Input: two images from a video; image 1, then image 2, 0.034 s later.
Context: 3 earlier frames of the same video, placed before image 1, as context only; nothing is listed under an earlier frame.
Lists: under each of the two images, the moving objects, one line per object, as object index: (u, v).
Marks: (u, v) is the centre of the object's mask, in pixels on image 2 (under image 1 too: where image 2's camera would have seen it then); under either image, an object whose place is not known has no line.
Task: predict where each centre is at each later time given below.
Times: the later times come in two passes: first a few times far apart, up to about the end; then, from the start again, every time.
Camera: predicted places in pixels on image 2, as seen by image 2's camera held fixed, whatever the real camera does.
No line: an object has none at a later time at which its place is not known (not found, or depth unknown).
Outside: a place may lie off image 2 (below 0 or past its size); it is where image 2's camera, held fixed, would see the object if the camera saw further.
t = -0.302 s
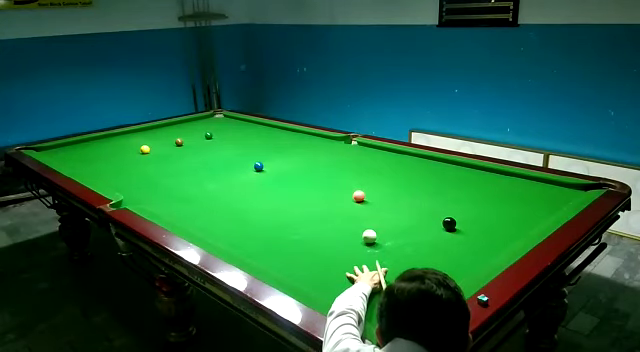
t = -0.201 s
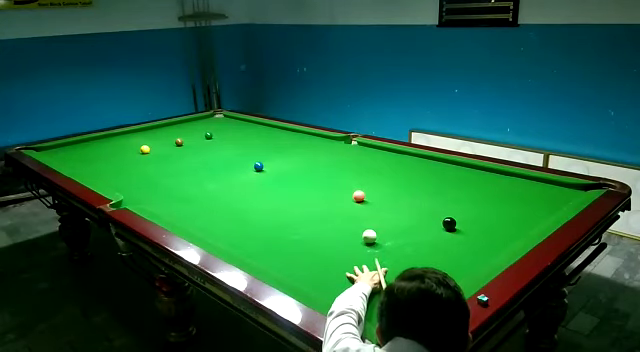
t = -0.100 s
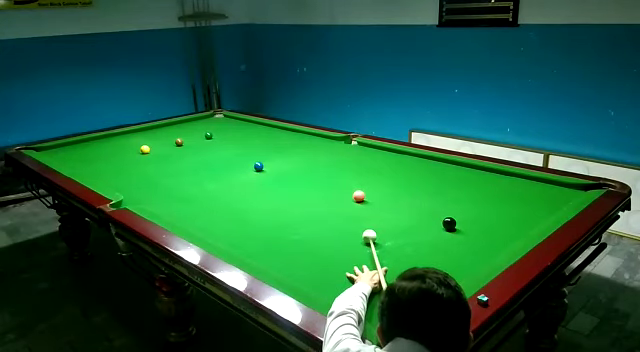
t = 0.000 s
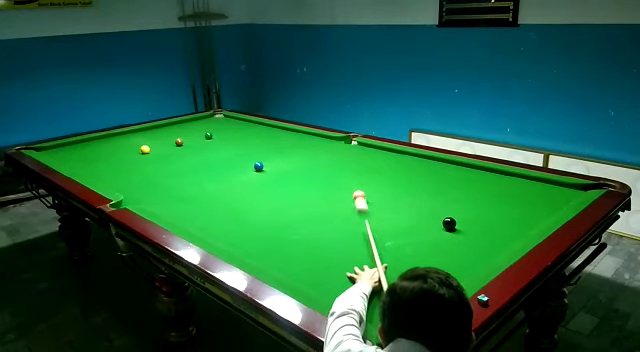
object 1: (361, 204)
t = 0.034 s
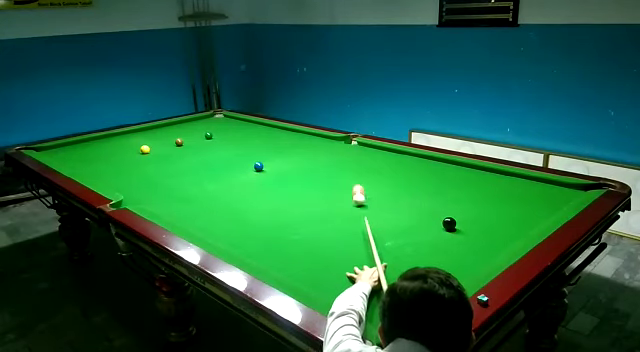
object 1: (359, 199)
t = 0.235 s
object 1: (351, 196)
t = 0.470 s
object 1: (344, 189)
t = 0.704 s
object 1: (337, 182)
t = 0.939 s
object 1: (332, 177)
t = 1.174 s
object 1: (327, 172)
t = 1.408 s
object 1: (324, 168)
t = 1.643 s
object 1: (320, 164)
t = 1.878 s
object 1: (317, 161)
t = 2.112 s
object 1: (315, 158)
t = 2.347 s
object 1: (314, 156)
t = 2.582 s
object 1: (312, 154)
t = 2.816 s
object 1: (312, 153)
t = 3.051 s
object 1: (311, 151)
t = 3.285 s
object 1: (311, 151)
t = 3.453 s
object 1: (311, 150)
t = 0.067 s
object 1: (358, 198)
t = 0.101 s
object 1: (356, 199)
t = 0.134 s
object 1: (355, 198)
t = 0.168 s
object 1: (354, 198)
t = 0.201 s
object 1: (353, 197)
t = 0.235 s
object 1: (351, 196)
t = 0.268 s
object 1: (350, 195)
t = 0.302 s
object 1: (349, 194)
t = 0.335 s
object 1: (348, 193)
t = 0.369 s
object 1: (347, 192)
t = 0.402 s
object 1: (346, 191)
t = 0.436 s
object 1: (345, 190)
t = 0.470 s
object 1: (344, 189)
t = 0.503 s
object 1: (343, 188)
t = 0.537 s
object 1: (342, 187)
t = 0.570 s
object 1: (341, 186)
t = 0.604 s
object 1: (340, 185)
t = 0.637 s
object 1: (339, 184)
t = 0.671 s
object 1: (338, 183)
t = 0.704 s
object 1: (337, 182)
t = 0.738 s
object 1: (336, 182)
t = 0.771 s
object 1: (336, 181)
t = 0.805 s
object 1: (335, 180)
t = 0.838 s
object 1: (334, 179)
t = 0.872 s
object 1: (333, 179)
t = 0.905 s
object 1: (333, 178)
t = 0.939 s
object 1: (332, 177)
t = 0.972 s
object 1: (331, 176)
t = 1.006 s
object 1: (330, 176)
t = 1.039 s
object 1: (330, 175)
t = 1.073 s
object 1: (329, 174)
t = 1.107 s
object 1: (329, 173)
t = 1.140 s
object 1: (328, 173)
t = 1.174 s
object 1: (327, 172)
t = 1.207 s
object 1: (327, 172)
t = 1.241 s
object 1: (326, 171)
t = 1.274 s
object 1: (326, 170)
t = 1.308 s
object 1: (325, 170)
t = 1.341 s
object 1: (324, 169)
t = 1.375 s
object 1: (324, 169)
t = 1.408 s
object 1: (324, 168)
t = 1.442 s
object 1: (323, 167)
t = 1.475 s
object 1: (322, 167)
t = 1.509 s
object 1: (322, 166)
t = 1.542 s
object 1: (321, 166)
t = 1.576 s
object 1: (321, 165)
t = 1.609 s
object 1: (321, 165)
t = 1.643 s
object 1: (320, 164)
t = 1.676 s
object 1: (320, 164)
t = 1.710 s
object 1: (319, 163)
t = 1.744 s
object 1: (319, 163)
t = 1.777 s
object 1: (318, 162)
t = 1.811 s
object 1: (318, 162)
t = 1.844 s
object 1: (318, 162)
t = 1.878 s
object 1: (317, 161)
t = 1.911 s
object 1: (318, 161)
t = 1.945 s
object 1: (317, 160)
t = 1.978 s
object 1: (317, 160)
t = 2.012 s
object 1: (316, 159)
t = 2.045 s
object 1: (316, 159)
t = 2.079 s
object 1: (316, 159)
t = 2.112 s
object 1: (315, 158)
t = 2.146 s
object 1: (315, 158)
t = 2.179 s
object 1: (315, 158)
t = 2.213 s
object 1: (315, 157)
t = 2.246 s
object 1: (314, 157)
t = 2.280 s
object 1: (314, 157)
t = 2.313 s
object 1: (314, 156)
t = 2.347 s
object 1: (314, 156)
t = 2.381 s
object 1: (313, 156)
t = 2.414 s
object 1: (313, 156)
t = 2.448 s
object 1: (313, 155)
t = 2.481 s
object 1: (313, 155)
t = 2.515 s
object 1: (313, 155)
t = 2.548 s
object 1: (312, 154)
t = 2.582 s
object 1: (312, 154)
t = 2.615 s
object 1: (312, 154)
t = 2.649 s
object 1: (312, 154)
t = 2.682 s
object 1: (312, 153)
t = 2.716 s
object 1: (312, 153)
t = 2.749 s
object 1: (312, 153)
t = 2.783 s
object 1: (312, 153)
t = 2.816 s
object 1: (312, 153)
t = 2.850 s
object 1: (312, 153)
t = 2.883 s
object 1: (312, 152)
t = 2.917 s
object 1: (311, 152)
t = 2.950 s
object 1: (311, 152)
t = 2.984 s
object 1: (311, 152)
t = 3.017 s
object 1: (311, 152)
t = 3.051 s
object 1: (311, 151)
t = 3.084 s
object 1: (311, 151)
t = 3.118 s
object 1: (311, 151)
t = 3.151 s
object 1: (311, 151)
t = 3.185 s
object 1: (311, 151)
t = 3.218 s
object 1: (311, 151)
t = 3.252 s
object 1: (311, 151)
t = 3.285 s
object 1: (311, 151)
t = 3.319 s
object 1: (311, 151)
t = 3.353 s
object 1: (311, 151)
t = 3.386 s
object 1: (311, 150)
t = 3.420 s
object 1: (311, 150)
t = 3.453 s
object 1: (311, 150)
